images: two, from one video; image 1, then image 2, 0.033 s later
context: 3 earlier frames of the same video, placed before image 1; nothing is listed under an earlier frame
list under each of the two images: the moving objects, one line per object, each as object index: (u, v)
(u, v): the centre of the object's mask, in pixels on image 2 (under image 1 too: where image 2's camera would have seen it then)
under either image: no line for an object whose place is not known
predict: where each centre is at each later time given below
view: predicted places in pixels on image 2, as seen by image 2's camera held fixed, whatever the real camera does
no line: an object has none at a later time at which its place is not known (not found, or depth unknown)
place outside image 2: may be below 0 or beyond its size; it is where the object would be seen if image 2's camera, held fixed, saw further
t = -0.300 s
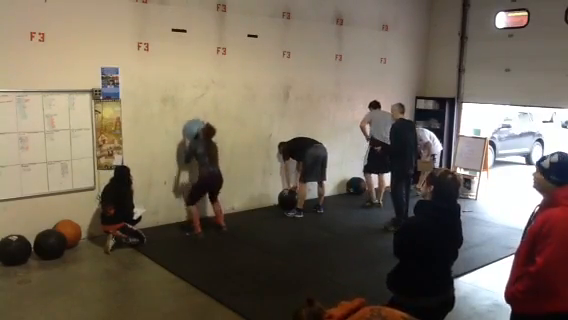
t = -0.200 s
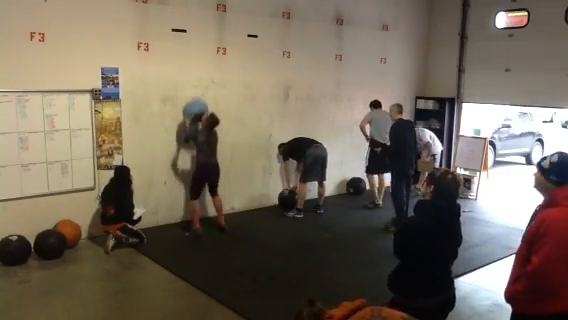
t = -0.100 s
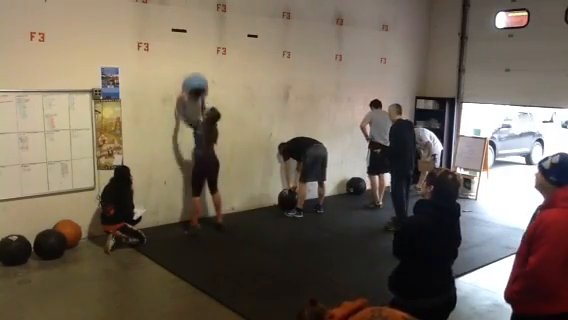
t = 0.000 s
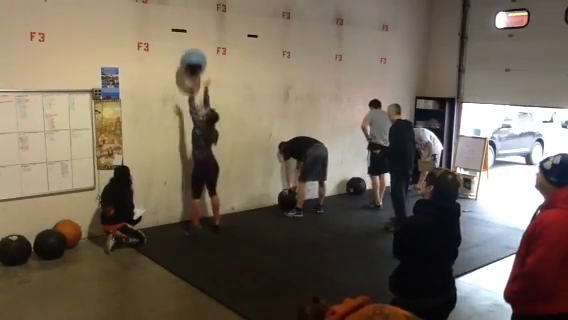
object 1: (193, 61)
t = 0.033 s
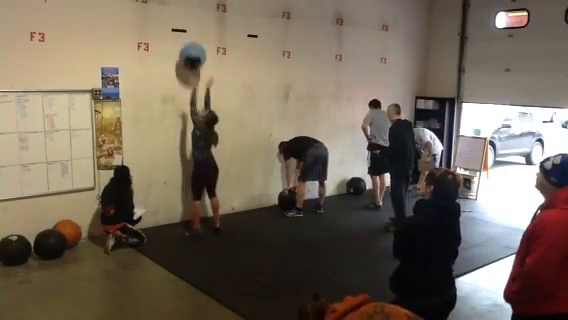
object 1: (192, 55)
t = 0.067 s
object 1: (192, 49)
